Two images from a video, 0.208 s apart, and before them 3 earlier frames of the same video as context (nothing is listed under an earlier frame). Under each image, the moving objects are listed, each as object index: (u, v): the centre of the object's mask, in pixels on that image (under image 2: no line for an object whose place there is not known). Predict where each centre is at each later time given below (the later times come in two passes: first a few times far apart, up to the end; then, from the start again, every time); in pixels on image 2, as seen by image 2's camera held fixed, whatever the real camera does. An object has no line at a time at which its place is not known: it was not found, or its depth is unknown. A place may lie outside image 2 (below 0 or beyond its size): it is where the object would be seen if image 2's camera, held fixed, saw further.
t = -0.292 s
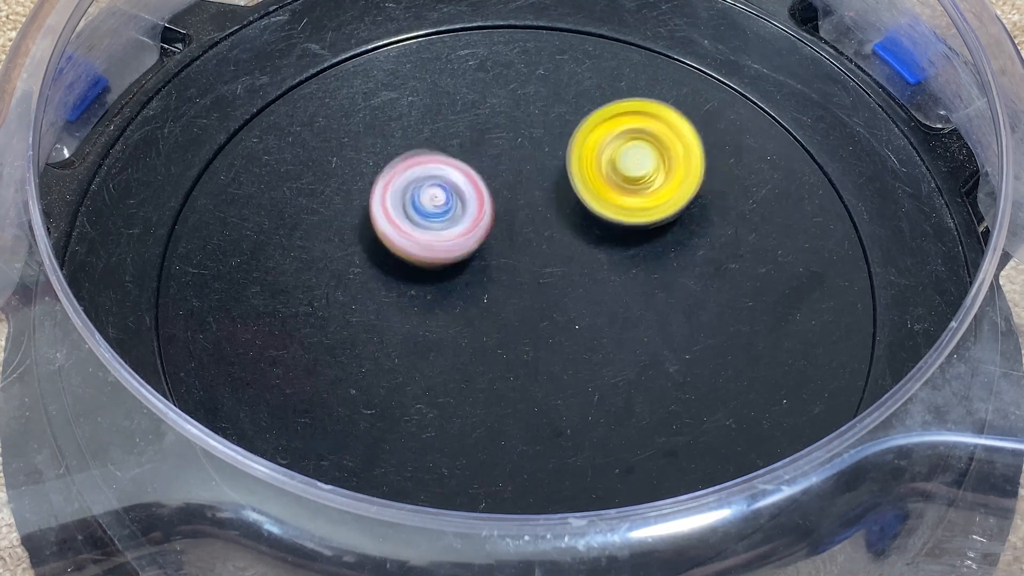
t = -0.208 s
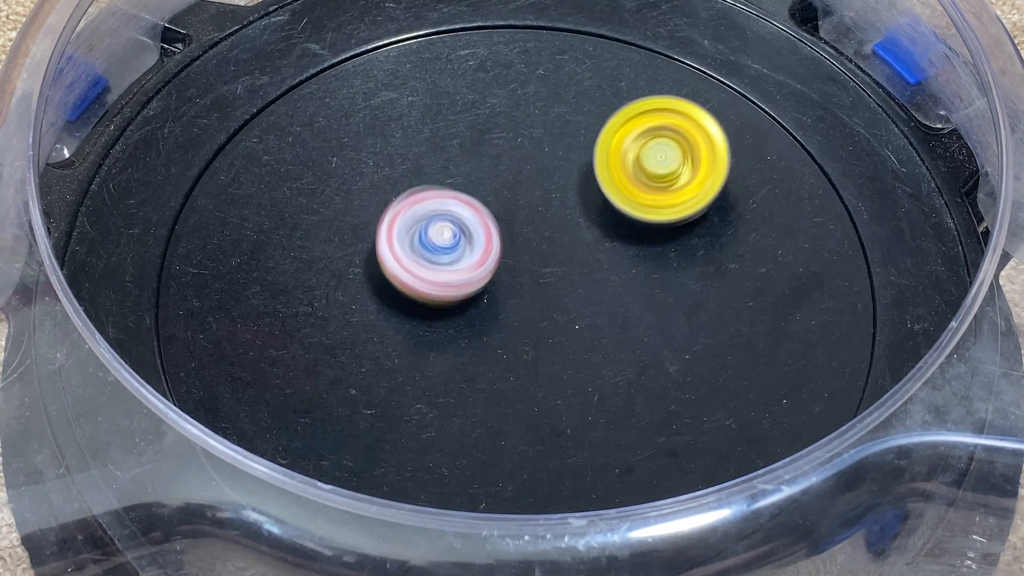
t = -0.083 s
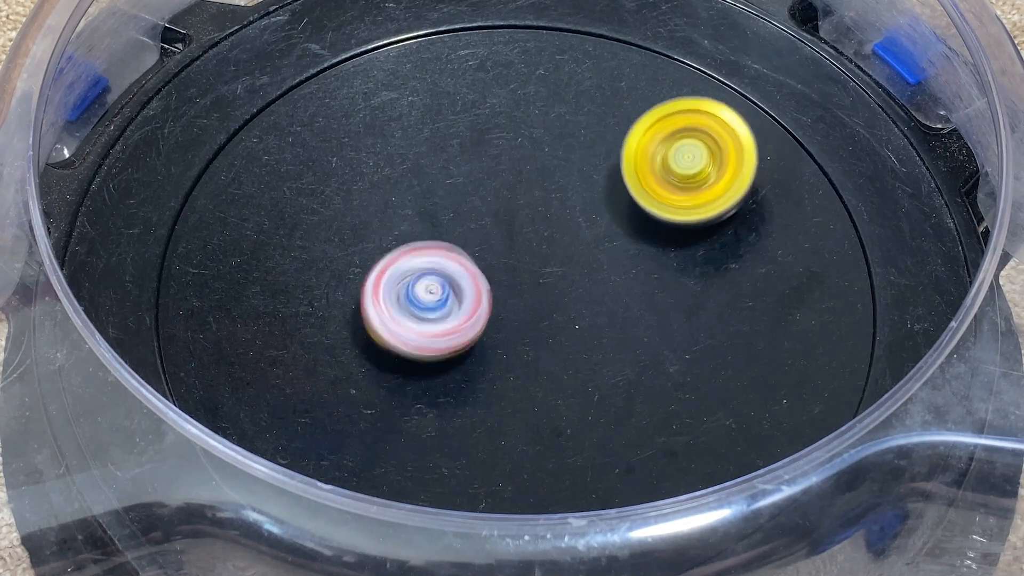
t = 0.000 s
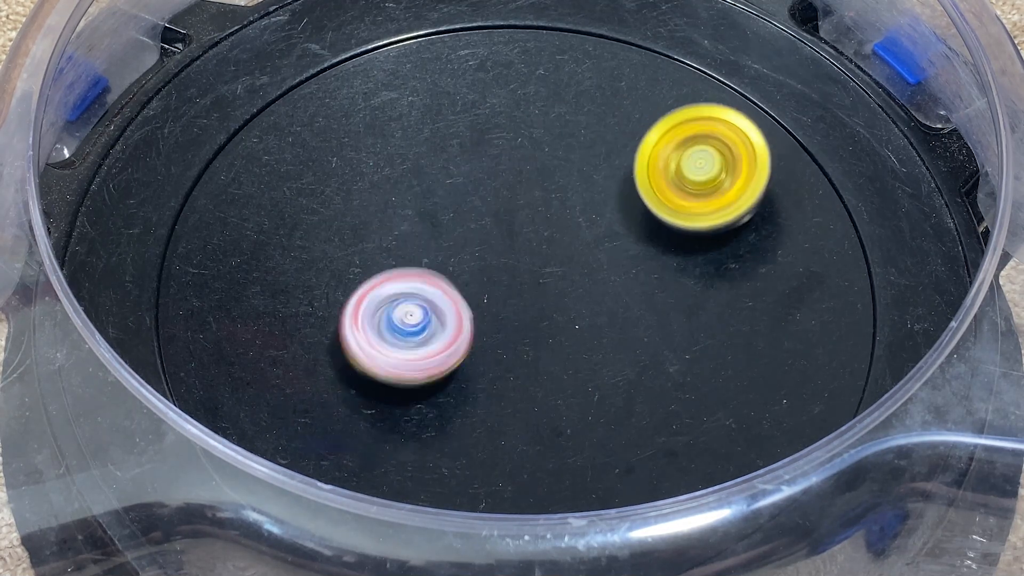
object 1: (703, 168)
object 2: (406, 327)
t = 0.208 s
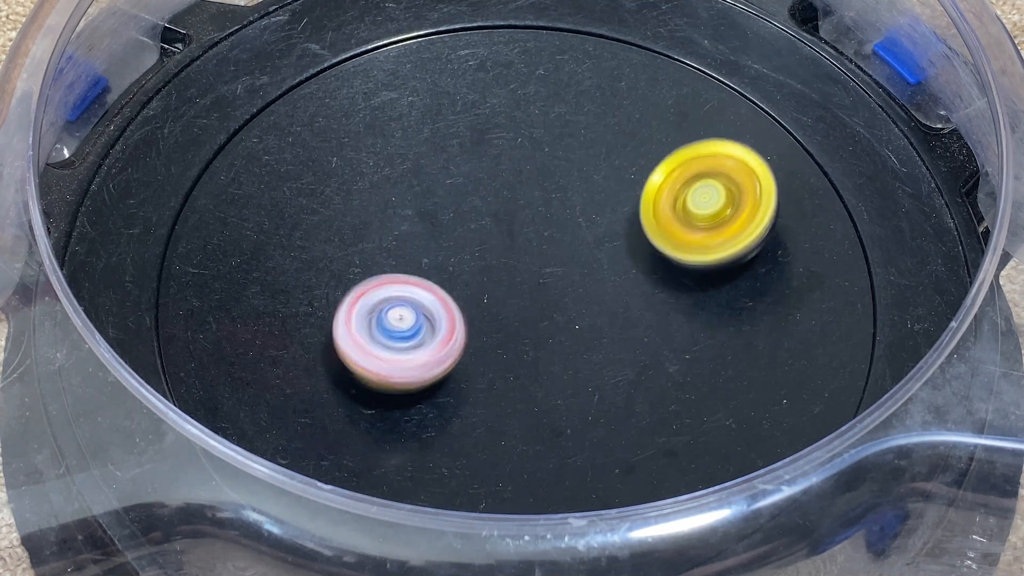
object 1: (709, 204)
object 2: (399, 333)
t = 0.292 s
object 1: (700, 226)
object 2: (427, 323)
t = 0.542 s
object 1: (758, 274)
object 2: (395, 341)
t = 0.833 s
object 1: (769, 274)
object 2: (185, 267)
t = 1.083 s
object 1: (624, 296)
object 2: (441, 264)
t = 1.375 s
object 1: (714, 333)
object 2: (239, 160)
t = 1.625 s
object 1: (624, 286)
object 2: (440, 178)
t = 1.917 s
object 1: (646, 354)
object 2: (454, 68)
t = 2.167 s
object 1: (625, 291)
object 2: (551, 146)
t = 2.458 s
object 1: (614, 303)
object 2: (559, 180)
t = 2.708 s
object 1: (609, 308)
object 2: (479, 203)
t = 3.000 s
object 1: (595, 284)
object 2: (429, 249)
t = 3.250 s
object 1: (564, 262)
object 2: (424, 295)
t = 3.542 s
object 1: (549, 245)
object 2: (398, 296)
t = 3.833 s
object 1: (554, 232)
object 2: (440, 302)
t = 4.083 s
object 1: (585, 226)
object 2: (409, 298)
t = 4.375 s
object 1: (611, 226)
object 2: (454, 326)
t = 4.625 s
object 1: (609, 241)
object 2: (441, 331)
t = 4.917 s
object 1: (626, 250)
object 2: (406, 310)
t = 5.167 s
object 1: (632, 264)
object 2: (452, 257)
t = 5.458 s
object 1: (635, 279)
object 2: (445, 262)
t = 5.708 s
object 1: (621, 286)
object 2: (421, 239)
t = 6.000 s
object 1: (595, 287)
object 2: (460, 276)
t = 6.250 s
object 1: (617, 286)
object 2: (351, 215)
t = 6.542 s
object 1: (659, 294)
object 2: (411, 240)
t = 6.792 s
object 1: (668, 293)
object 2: (355, 208)
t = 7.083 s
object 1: (630, 279)
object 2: (496, 314)
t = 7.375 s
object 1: (592, 248)
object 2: (456, 424)
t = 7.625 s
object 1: (576, 216)
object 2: (496, 311)
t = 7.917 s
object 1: (599, 162)
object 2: (495, 375)
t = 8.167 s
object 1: (595, 174)
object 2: (510, 310)
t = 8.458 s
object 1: (568, 193)
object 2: (565, 306)
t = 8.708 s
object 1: (527, 194)
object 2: (529, 326)
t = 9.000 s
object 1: (486, 167)
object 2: (504, 350)
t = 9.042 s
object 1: (482, 165)
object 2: (491, 364)
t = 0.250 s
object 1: (705, 215)
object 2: (411, 327)
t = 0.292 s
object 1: (700, 226)
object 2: (427, 323)
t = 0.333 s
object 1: (693, 239)
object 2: (445, 319)
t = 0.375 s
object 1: (685, 252)
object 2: (469, 316)
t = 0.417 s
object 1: (676, 264)
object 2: (491, 315)
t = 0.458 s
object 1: (669, 276)
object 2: (516, 318)
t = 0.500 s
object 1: (679, 284)
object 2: (510, 328)
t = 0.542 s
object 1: (758, 274)
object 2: (395, 341)
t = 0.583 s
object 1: (821, 265)
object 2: (287, 343)
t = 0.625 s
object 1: (854, 261)
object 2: (198, 333)
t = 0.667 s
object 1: (853, 261)
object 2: (156, 315)
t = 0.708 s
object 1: (835, 262)
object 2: (148, 301)
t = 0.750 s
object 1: (815, 265)
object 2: (149, 288)
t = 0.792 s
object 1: (793, 269)
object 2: (160, 274)
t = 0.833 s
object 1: (769, 274)
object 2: (185, 267)
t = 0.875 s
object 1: (742, 278)
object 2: (220, 258)
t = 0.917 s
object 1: (716, 282)
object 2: (260, 253)
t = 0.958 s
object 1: (690, 286)
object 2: (303, 251)
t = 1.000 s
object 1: (666, 290)
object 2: (351, 252)
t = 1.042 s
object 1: (644, 292)
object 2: (396, 257)
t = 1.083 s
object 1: (624, 296)
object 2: (441, 264)
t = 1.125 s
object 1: (614, 299)
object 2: (465, 268)
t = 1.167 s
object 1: (669, 317)
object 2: (391, 241)
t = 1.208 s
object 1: (712, 333)
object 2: (324, 211)
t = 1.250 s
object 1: (737, 342)
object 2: (276, 188)
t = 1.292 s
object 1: (741, 344)
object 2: (246, 172)
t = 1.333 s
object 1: (729, 339)
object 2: (232, 163)
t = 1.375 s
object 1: (714, 333)
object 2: (239, 160)
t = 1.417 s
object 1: (699, 325)
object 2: (260, 159)
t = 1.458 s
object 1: (684, 318)
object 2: (290, 158)
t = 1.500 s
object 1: (669, 310)
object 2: (325, 159)
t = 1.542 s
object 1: (654, 302)
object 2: (363, 161)
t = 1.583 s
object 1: (639, 294)
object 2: (403, 168)
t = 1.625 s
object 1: (624, 286)
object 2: (440, 178)
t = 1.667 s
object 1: (610, 278)
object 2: (477, 190)
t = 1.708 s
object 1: (605, 277)
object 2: (501, 193)
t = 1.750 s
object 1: (630, 309)
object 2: (485, 146)
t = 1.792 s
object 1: (646, 334)
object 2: (467, 111)
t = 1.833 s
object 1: (654, 351)
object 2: (456, 86)
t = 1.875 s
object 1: (652, 359)
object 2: (452, 73)
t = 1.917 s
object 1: (646, 354)
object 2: (454, 68)
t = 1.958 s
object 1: (642, 344)
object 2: (464, 71)
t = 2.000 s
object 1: (639, 334)
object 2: (478, 79)
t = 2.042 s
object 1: (636, 323)
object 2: (494, 92)
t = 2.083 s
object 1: (632, 312)
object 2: (512, 109)
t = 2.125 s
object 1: (629, 302)
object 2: (532, 126)
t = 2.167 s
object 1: (625, 291)
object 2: (551, 146)
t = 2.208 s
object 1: (621, 281)
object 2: (569, 164)
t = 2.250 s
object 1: (620, 279)
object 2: (579, 171)
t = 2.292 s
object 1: (624, 299)
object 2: (577, 153)
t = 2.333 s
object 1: (622, 312)
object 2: (571, 144)
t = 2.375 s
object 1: (618, 314)
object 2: (567, 146)
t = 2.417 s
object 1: (615, 310)
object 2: (564, 159)
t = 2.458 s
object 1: (614, 303)
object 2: (559, 180)
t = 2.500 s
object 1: (615, 296)
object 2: (550, 200)
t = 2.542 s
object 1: (615, 304)
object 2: (539, 201)
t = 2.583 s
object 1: (613, 313)
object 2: (523, 196)
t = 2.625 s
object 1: (610, 314)
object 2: (507, 197)
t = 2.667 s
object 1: (609, 311)
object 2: (493, 199)
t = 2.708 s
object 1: (609, 308)
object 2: (479, 203)
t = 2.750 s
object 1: (609, 305)
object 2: (468, 206)
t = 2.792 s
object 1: (609, 301)
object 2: (459, 210)
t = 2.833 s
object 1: (607, 298)
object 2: (450, 215)
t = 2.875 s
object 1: (605, 294)
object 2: (442, 223)
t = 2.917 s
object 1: (602, 291)
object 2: (437, 230)
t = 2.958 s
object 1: (599, 287)
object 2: (433, 240)
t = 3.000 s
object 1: (595, 284)
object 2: (429, 249)
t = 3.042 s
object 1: (591, 280)
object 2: (425, 260)
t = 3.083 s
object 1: (586, 276)
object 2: (420, 268)
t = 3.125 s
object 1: (581, 272)
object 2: (418, 276)
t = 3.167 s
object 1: (576, 269)
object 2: (417, 283)
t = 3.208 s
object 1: (570, 266)
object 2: (419, 289)
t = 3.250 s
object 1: (564, 262)
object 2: (424, 295)
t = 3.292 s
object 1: (558, 259)
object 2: (430, 302)
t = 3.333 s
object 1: (561, 257)
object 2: (421, 307)
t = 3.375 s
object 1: (562, 255)
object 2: (409, 308)
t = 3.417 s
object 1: (559, 253)
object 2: (401, 305)
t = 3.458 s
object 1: (555, 250)
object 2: (395, 301)
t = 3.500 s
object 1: (552, 247)
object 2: (395, 299)
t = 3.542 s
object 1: (549, 245)
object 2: (398, 296)
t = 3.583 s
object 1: (546, 243)
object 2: (404, 295)
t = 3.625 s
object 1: (543, 241)
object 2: (413, 294)
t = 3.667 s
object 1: (540, 239)
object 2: (425, 296)
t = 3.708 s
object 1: (552, 236)
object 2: (420, 300)
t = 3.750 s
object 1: (554, 235)
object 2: (420, 301)
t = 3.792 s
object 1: (554, 233)
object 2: (429, 301)
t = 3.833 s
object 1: (554, 232)
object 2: (440, 302)
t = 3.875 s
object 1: (556, 230)
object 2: (451, 303)
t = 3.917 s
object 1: (573, 228)
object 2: (432, 308)
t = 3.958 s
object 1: (578, 227)
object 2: (420, 309)
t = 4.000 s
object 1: (581, 227)
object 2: (412, 306)
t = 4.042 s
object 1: (584, 226)
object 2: (409, 303)
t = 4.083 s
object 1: (585, 226)
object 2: (409, 298)
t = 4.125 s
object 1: (586, 227)
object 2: (413, 296)
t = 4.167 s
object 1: (587, 228)
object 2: (421, 295)
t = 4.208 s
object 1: (588, 229)
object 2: (434, 295)
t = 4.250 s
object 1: (588, 231)
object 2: (452, 294)
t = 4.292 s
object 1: (587, 234)
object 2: (471, 295)
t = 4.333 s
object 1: (602, 227)
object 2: (464, 309)
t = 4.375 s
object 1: (611, 226)
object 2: (454, 326)
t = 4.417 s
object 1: (613, 227)
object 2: (447, 335)
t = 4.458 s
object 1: (614, 228)
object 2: (442, 336)
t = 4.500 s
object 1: (614, 231)
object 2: (438, 337)
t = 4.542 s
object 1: (614, 234)
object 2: (437, 335)
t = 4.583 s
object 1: (612, 238)
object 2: (438, 334)
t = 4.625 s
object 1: (609, 241)
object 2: (441, 331)
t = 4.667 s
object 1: (605, 245)
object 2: (446, 328)
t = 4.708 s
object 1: (601, 249)
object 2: (456, 326)
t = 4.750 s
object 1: (595, 253)
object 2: (472, 323)
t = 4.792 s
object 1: (604, 252)
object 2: (466, 321)
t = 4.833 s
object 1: (624, 248)
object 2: (435, 325)
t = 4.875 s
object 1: (629, 249)
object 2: (415, 321)
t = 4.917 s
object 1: (626, 250)
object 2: (406, 310)
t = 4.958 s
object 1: (623, 251)
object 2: (408, 296)
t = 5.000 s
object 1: (619, 252)
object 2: (421, 283)
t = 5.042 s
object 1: (614, 253)
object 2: (443, 273)
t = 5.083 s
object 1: (609, 255)
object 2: (470, 270)
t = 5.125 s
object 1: (625, 259)
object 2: (461, 263)
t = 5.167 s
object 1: (632, 264)
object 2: (452, 257)
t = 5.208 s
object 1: (630, 266)
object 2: (451, 251)
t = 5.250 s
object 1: (628, 267)
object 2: (454, 248)
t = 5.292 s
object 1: (625, 269)
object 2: (458, 249)
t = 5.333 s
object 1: (620, 270)
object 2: (464, 252)
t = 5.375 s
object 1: (616, 272)
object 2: (473, 258)
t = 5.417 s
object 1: (616, 273)
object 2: (475, 263)
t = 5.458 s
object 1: (635, 279)
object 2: (445, 262)
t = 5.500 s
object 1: (639, 283)
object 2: (426, 260)
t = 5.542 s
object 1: (637, 284)
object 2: (417, 255)
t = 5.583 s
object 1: (635, 284)
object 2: (414, 249)
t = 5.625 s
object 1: (631, 285)
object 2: (413, 243)
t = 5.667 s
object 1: (626, 286)
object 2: (416, 240)
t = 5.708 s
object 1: (621, 286)
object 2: (421, 239)
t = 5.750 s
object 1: (615, 286)
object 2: (428, 241)
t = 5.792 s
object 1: (609, 285)
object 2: (438, 245)
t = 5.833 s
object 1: (602, 284)
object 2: (452, 253)
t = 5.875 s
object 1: (597, 284)
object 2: (464, 263)
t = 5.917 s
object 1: (603, 288)
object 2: (457, 266)
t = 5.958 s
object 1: (599, 288)
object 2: (457, 271)
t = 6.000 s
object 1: (595, 287)
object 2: (460, 276)
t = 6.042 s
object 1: (600, 287)
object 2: (449, 277)
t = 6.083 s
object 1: (616, 290)
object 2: (408, 269)
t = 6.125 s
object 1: (616, 290)
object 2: (378, 259)
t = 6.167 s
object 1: (617, 288)
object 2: (359, 246)
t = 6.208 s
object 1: (617, 287)
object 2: (349, 231)
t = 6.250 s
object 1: (617, 286)
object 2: (351, 215)
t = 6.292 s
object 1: (616, 284)
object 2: (365, 203)
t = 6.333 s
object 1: (614, 283)
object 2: (389, 200)
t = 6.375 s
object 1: (612, 282)
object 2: (418, 204)
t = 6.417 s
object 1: (608, 280)
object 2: (446, 216)
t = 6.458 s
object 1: (604, 278)
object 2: (471, 235)
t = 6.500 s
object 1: (629, 284)
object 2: (452, 241)
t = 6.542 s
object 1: (659, 294)
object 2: (411, 240)
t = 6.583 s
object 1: (669, 299)
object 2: (380, 237)
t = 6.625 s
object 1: (669, 298)
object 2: (359, 232)
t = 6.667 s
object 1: (670, 297)
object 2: (346, 224)
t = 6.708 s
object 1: (670, 295)
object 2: (341, 215)
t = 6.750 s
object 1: (669, 294)
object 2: (344, 210)
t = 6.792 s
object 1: (668, 293)
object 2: (355, 208)
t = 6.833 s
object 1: (665, 292)
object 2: (370, 212)
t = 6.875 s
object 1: (661, 291)
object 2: (390, 220)
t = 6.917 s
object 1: (656, 289)
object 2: (416, 233)
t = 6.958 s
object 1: (650, 287)
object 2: (441, 249)
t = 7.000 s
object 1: (643, 285)
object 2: (464, 268)
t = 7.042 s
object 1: (637, 281)
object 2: (482, 290)
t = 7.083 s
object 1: (630, 279)
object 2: (496, 314)
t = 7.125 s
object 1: (624, 275)
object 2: (505, 338)
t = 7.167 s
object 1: (618, 271)
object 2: (509, 362)
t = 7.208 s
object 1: (612, 267)
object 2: (508, 383)
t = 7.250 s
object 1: (606, 262)
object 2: (502, 401)
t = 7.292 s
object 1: (601, 258)
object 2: (490, 416)
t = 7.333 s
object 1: (596, 253)
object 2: (474, 424)
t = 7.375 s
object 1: (592, 248)
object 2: (456, 424)
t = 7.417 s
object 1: (587, 242)
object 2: (441, 413)
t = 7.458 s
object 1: (584, 237)
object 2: (436, 393)
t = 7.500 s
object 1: (581, 231)
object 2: (440, 370)
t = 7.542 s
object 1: (579, 226)
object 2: (454, 347)
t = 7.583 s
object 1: (577, 221)
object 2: (473, 327)
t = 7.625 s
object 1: (576, 216)
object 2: (496, 311)
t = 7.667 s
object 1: (585, 196)
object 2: (504, 322)
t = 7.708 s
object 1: (593, 180)
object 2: (510, 339)
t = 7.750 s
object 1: (596, 175)
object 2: (514, 353)
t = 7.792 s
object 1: (596, 171)
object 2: (514, 365)
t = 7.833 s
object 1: (596, 167)
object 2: (509, 373)
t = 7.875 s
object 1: (597, 164)
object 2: (503, 376)
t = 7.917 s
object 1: (599, 162)
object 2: (495, 375)
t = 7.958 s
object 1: (600, 162)
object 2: (493, 371)
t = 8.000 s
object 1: (600, 162)
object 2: (491, 363)
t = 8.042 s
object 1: (599, 164)
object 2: (493, 354)
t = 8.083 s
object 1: (598, 167)
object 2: (497, 339)
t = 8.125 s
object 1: (597, 170)
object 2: (502, 326)
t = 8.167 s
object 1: (595, 174)
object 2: (510, 310)
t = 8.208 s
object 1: (592, 179)
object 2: (521, 297)
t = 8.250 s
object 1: (588, 183)
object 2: (534, 286)
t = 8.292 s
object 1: (591, 179)
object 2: (539, 293)
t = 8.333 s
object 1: (588, 182)
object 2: (546, 299)
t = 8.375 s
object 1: (581, 186)
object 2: (554, 302)
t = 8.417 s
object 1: (574, 190)
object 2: (560, 304)
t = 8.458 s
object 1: (568, 193)
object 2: (565, 306)
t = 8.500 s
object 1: (562, 191)
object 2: (564, 313)
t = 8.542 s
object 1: (556, 190)
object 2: (560, 321)
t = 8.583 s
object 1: (549, 192)
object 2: (553, 324)
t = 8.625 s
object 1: (541, 192)
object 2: (546, 326)
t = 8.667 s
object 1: (534, 194)
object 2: (538, 327)
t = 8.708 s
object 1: (527, 194)
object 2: (529, 326)
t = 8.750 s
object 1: (520, 194)
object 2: (523, 324)
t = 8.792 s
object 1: (512, 192)
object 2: (517, 319)
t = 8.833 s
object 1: (506, 192)
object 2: (512, 313)
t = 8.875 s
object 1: (500, 191)
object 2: (509, 305)
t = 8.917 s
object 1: (493, 181)
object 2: (512, 311)
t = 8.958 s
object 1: (489, 170)
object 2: (512, 333)
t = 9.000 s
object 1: (486, 167)
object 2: (504, 350)
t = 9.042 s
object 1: (482, 165)
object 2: (491, 364)
